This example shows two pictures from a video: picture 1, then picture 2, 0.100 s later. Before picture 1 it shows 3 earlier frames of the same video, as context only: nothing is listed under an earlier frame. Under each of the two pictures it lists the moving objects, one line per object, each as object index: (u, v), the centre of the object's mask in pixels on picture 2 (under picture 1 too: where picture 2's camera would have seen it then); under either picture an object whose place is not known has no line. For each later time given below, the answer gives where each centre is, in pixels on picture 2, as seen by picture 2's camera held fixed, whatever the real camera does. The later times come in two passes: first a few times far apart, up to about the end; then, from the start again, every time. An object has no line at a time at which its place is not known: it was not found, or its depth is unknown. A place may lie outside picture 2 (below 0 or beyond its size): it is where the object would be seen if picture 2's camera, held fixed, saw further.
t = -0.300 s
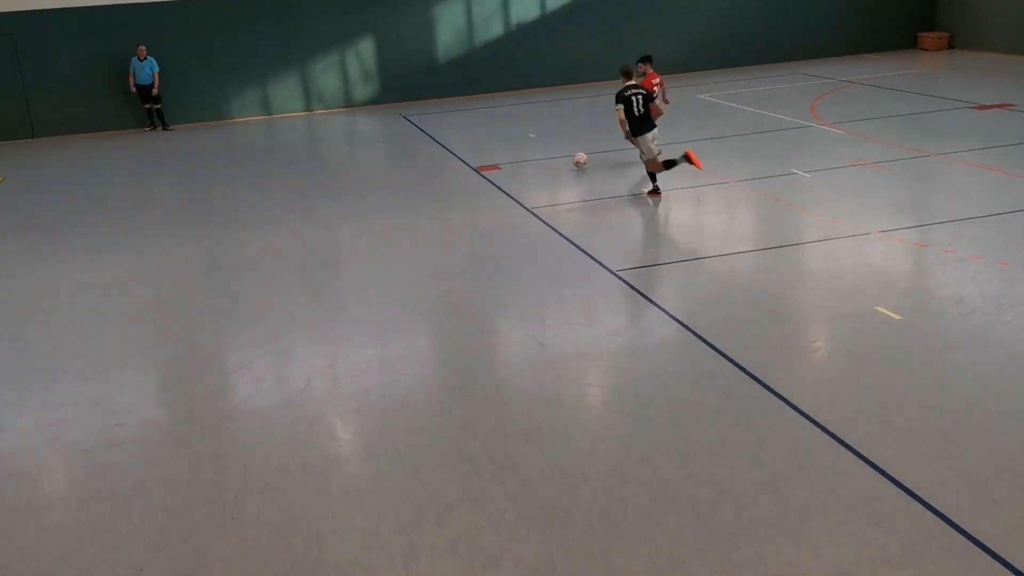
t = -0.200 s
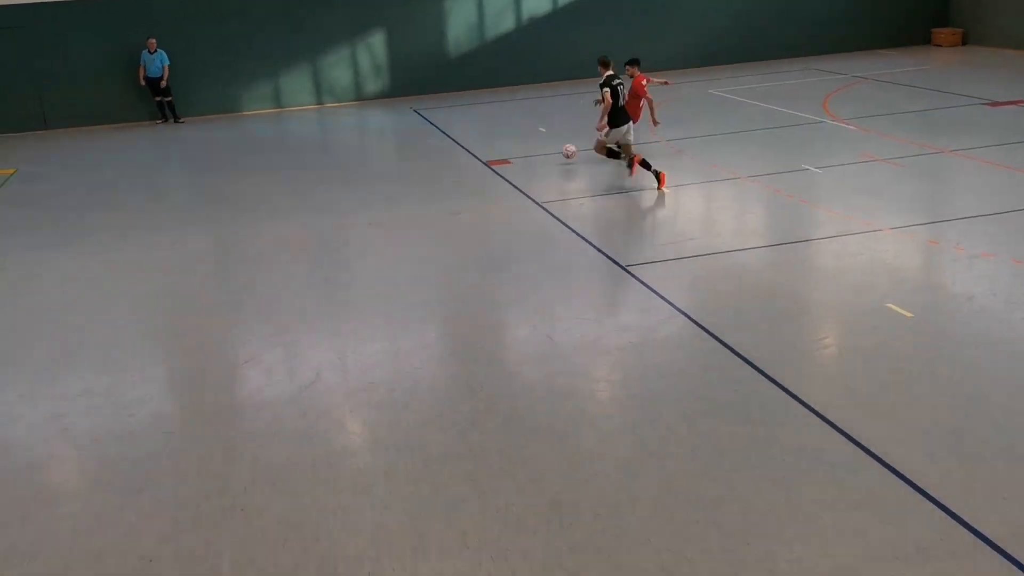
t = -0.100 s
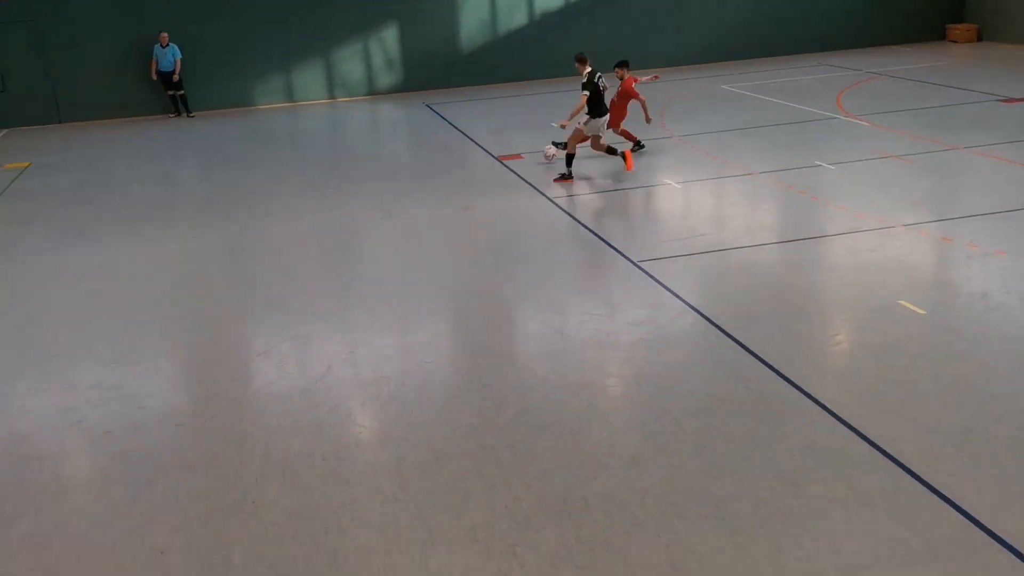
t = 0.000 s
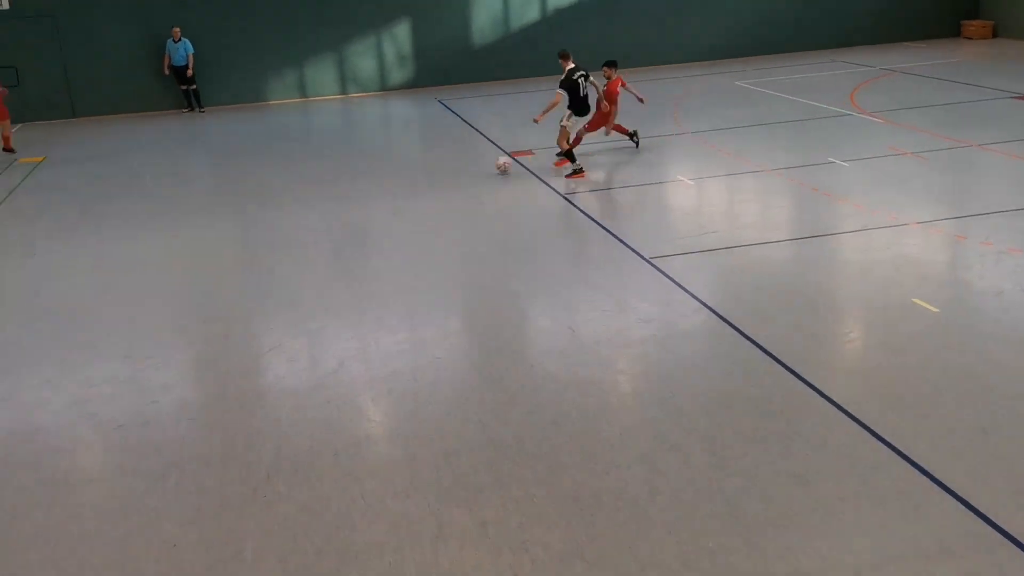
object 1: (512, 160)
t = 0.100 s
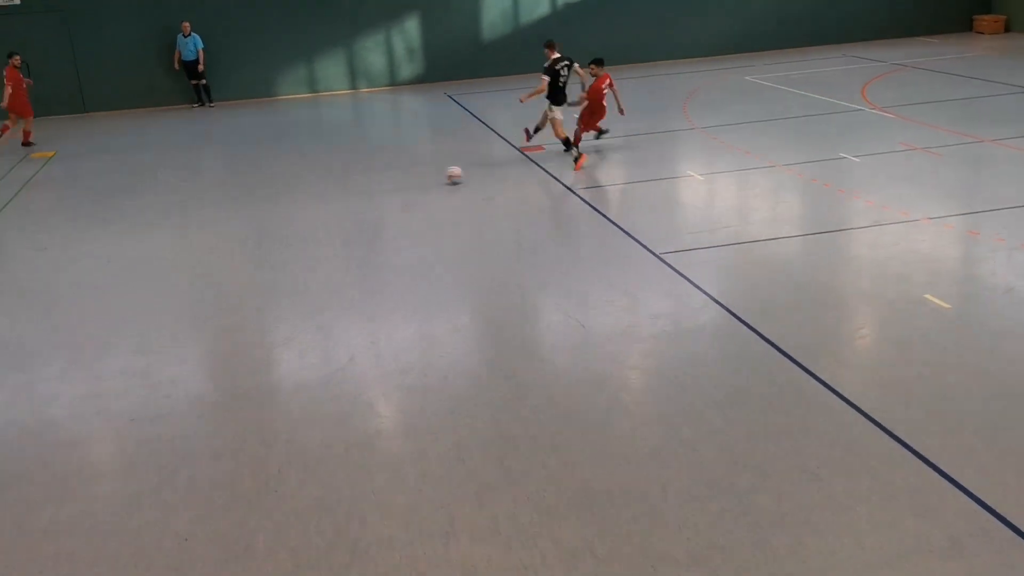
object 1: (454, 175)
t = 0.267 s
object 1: (352, 199)
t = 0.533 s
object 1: (191, 235)
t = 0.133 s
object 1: (434, 181)
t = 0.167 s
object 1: (414, 184)
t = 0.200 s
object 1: (394, 189)
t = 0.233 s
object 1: (374, 194)
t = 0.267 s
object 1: (352, 199)
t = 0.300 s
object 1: (333, 204)
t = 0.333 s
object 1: (313, 208)
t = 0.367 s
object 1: (293, 212)
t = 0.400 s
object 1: (273, 217)
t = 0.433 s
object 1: (252, 224)
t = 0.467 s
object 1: (232, 227)
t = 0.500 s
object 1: (212, 232)
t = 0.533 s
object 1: (191, 235)
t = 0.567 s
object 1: (170, 242)
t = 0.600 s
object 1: (149, 247)
